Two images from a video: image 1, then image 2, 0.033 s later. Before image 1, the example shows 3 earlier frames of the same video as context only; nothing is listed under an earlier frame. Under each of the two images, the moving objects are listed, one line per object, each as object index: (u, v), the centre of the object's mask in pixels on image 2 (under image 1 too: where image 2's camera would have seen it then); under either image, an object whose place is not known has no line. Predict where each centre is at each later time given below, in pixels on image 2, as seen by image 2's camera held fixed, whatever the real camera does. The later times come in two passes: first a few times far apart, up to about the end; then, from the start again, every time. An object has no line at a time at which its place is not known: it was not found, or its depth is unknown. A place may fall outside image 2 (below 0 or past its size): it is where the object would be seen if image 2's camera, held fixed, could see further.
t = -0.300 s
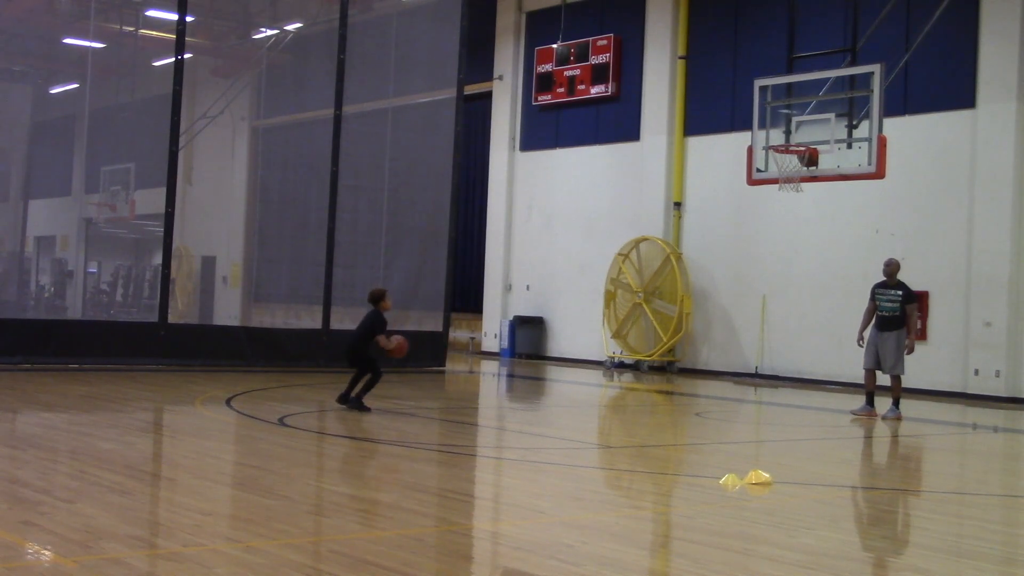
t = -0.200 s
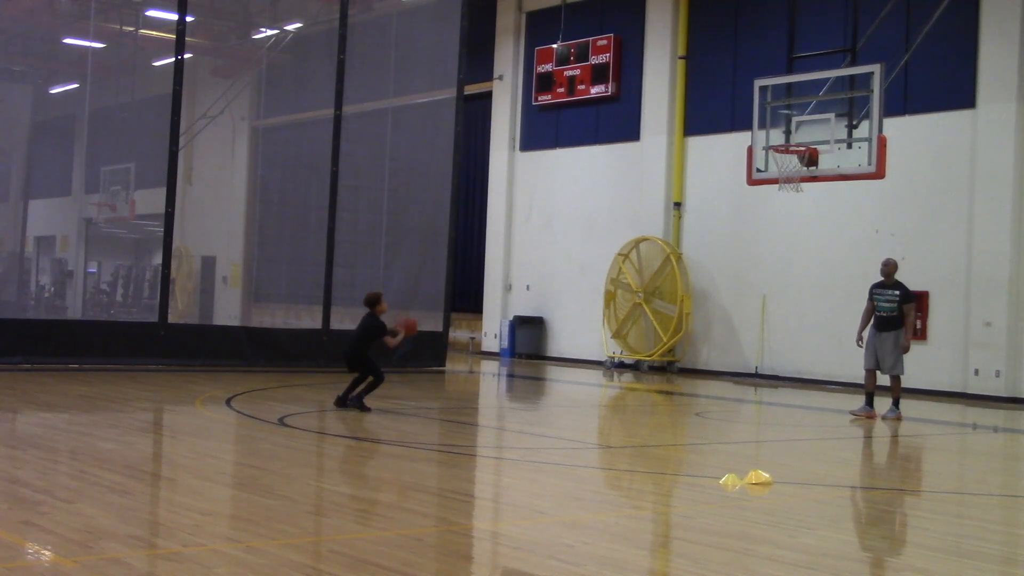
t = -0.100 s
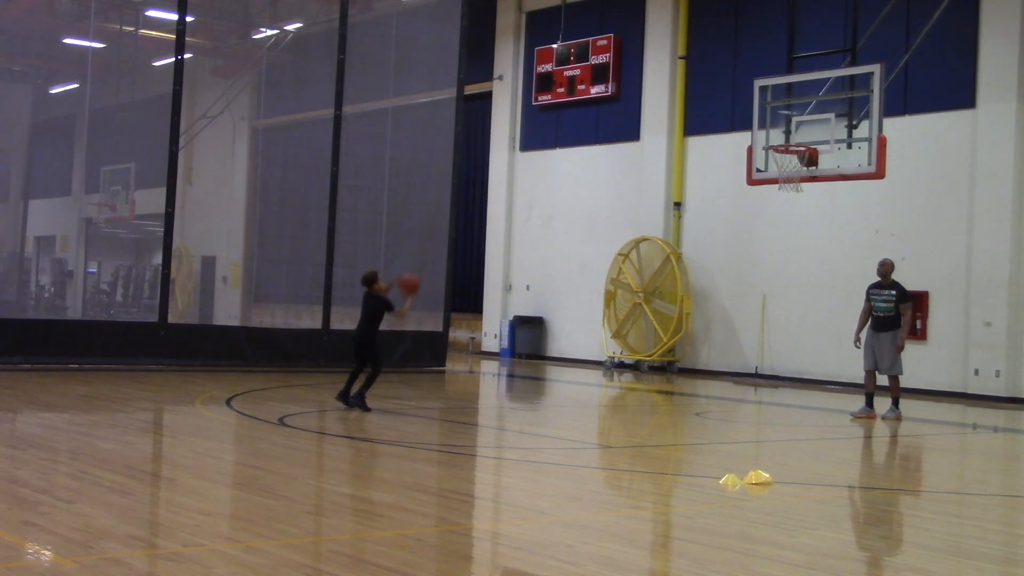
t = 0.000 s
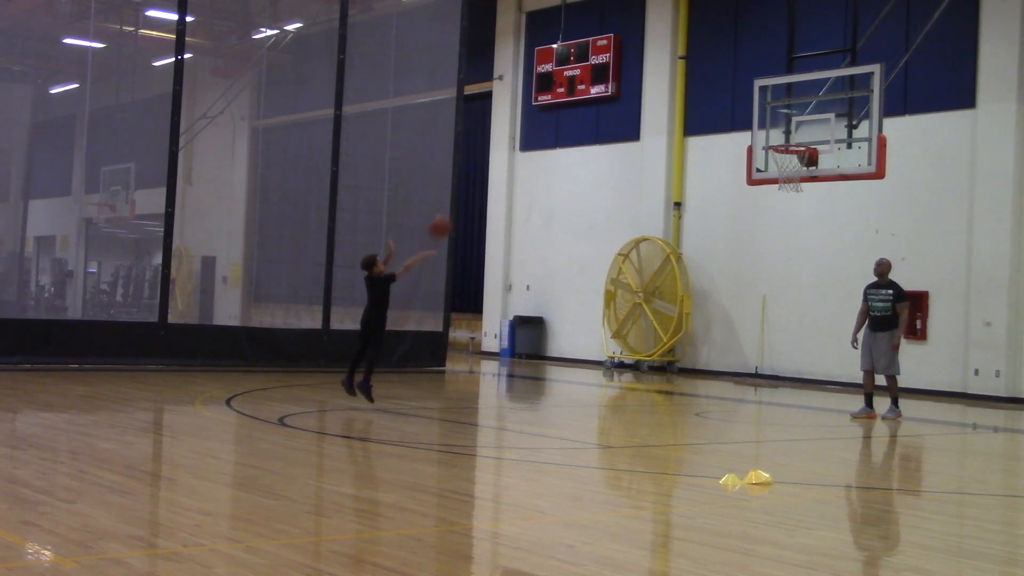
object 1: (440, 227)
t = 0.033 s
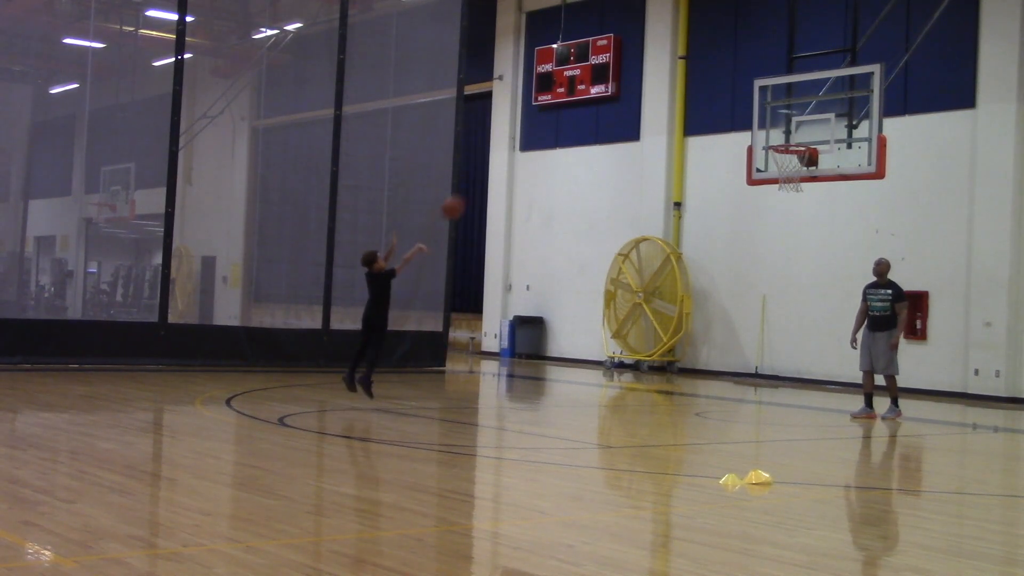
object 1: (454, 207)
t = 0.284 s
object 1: (544, 101)
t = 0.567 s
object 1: (638, 53)
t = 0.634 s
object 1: (659, 53)
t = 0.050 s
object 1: (459, 199)
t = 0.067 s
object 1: (465, 190)
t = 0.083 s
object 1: (472, 181)
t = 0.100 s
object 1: (478, 173)
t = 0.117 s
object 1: (483, 165)
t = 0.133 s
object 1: (489, 158)
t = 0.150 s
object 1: (496, 150)
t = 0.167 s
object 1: (503, 143)
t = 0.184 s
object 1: (509, 136)
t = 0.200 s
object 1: (514, 130)
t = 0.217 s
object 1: (521, 123)
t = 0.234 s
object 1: (527, 117)
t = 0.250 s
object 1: (532, 112)
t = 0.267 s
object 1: (538, 107)
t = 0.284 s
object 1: (544, 101)
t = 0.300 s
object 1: (549, 96)
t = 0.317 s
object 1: (556, 91)
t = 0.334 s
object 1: (561, 85)
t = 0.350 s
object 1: (566, 83)
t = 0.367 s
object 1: (572, 79)
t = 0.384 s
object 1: (577, 76)
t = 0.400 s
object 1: (585, 72)
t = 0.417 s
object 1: (590, 70)
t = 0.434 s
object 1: (595, 67)
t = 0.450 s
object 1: (600, 65)
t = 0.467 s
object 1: (607, 62)
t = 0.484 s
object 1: (613, 60)
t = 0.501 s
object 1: (617, 59)
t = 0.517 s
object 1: (623, 57)
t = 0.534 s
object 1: (627, 55)
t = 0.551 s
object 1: (633, 54)
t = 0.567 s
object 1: (638, 53)
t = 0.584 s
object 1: (643, 53)
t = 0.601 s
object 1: (649, 52)
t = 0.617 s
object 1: (654, 53)
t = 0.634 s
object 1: (659, 53)
